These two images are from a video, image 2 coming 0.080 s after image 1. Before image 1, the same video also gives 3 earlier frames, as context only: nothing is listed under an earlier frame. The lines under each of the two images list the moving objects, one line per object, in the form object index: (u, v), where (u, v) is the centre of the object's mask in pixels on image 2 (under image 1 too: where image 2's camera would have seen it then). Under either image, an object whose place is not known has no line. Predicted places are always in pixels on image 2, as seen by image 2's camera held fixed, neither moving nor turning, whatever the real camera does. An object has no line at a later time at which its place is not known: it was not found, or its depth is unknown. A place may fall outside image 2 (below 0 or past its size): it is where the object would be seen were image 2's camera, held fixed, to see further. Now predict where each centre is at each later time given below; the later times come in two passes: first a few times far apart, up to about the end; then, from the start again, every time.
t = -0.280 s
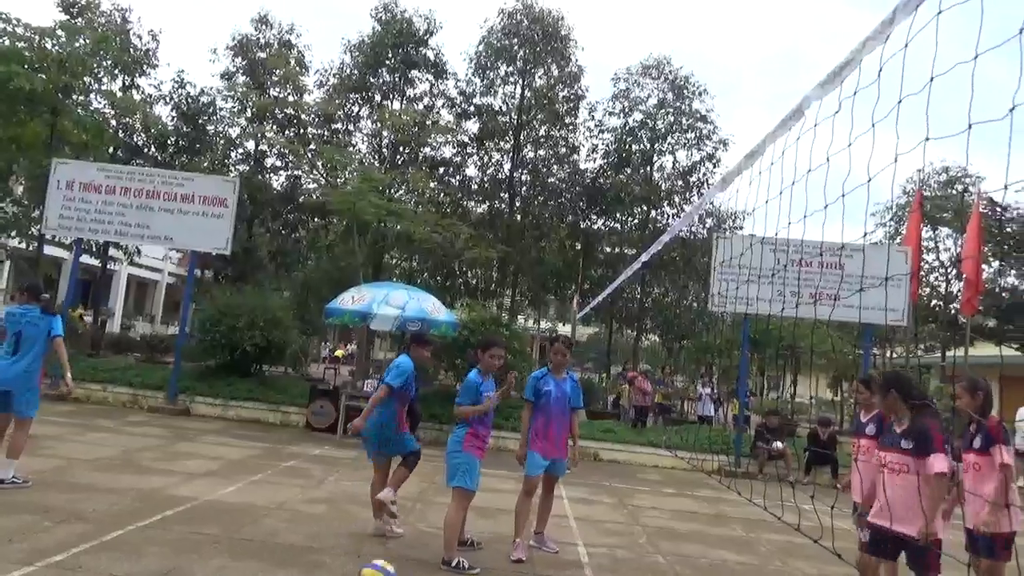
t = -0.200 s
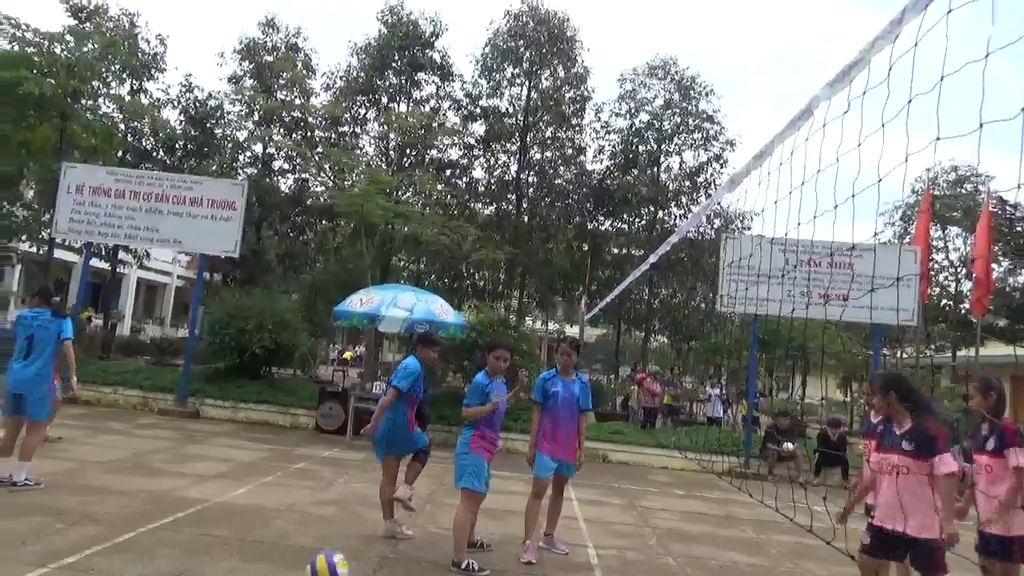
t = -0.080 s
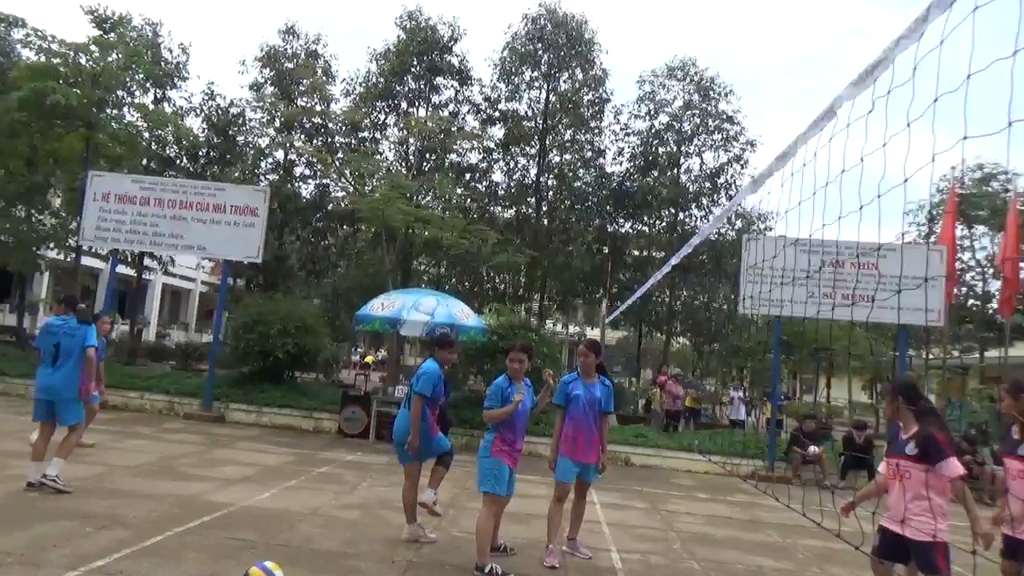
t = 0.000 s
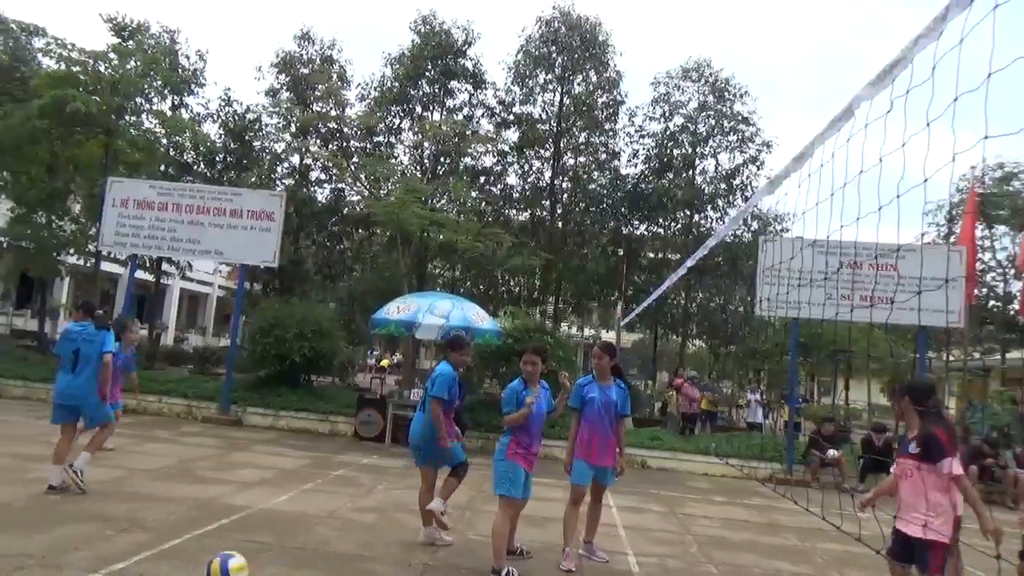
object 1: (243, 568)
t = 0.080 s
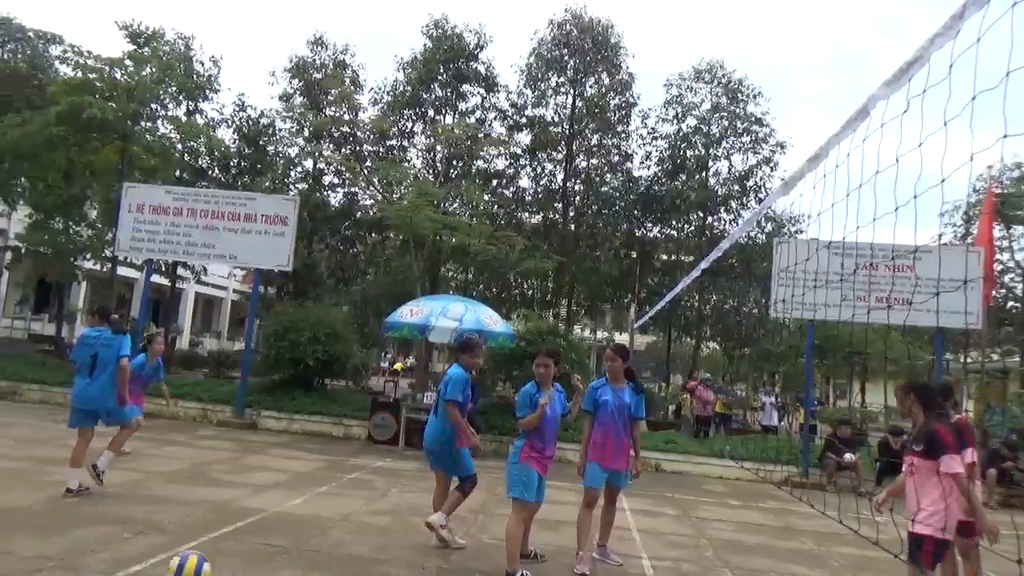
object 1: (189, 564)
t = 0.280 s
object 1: (57, 559)
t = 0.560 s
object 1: (-124, 546)
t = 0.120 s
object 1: (163, 565)
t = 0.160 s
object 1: (137, 562)
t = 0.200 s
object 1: (110, 560)
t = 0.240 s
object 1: (83, 559)
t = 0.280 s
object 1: (57, 559)
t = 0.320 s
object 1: (31, 557)
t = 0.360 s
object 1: (4, 556)
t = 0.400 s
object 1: (-22, 552)
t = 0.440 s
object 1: (-49, 551)
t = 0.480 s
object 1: (-72, 552)
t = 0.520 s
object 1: (-97, 549)
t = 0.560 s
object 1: (-124, 546)
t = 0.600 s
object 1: (-150, 545)
